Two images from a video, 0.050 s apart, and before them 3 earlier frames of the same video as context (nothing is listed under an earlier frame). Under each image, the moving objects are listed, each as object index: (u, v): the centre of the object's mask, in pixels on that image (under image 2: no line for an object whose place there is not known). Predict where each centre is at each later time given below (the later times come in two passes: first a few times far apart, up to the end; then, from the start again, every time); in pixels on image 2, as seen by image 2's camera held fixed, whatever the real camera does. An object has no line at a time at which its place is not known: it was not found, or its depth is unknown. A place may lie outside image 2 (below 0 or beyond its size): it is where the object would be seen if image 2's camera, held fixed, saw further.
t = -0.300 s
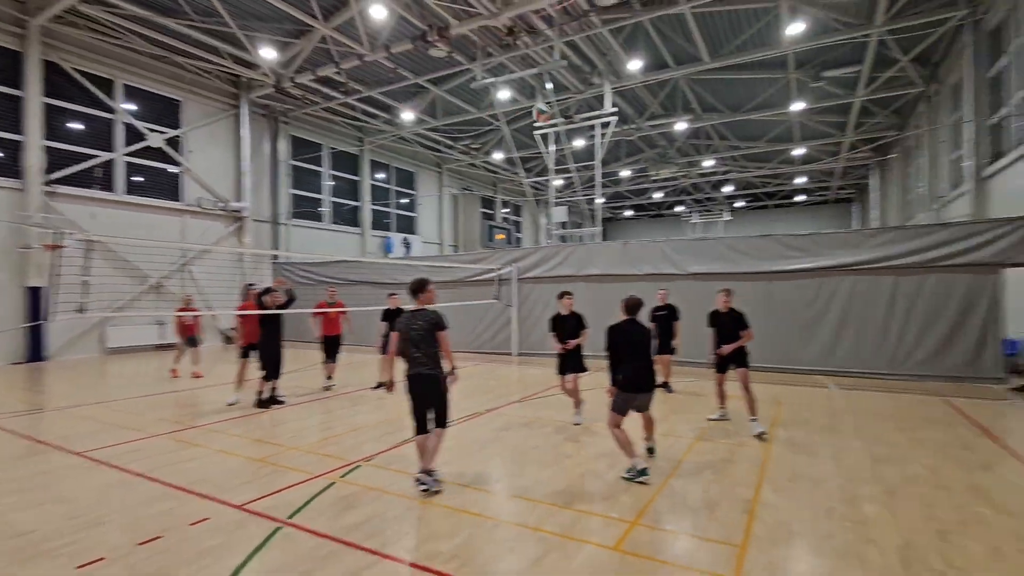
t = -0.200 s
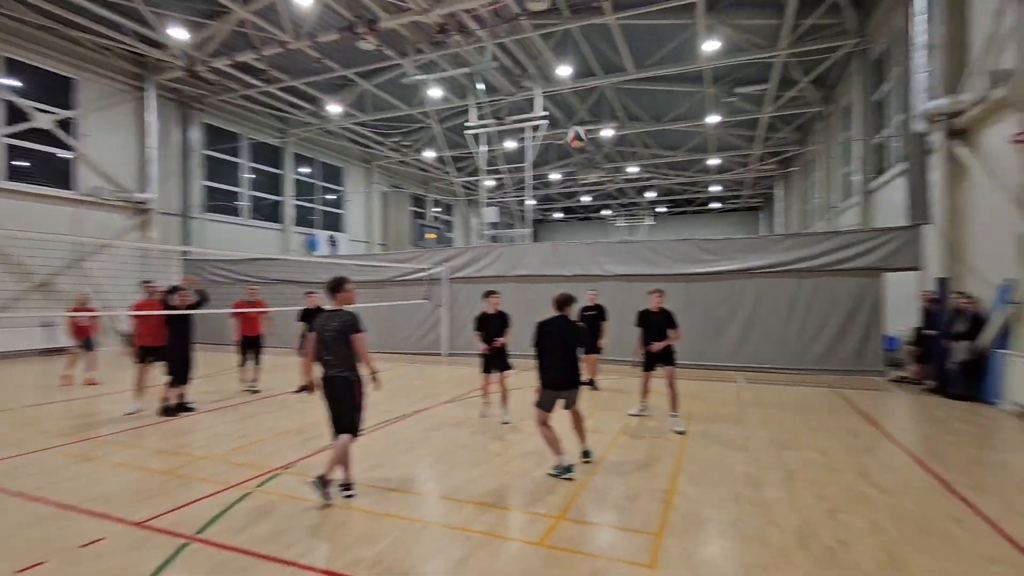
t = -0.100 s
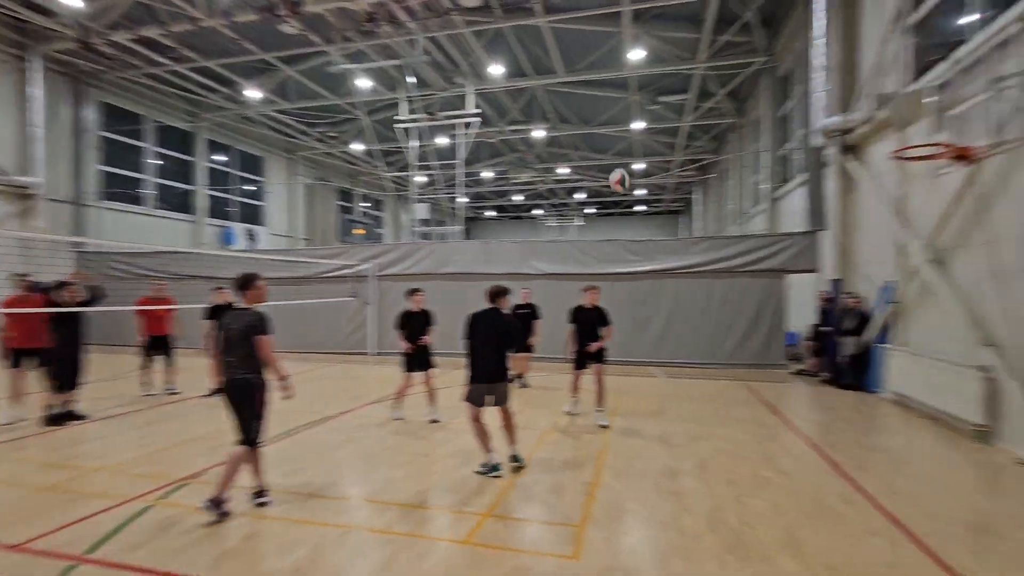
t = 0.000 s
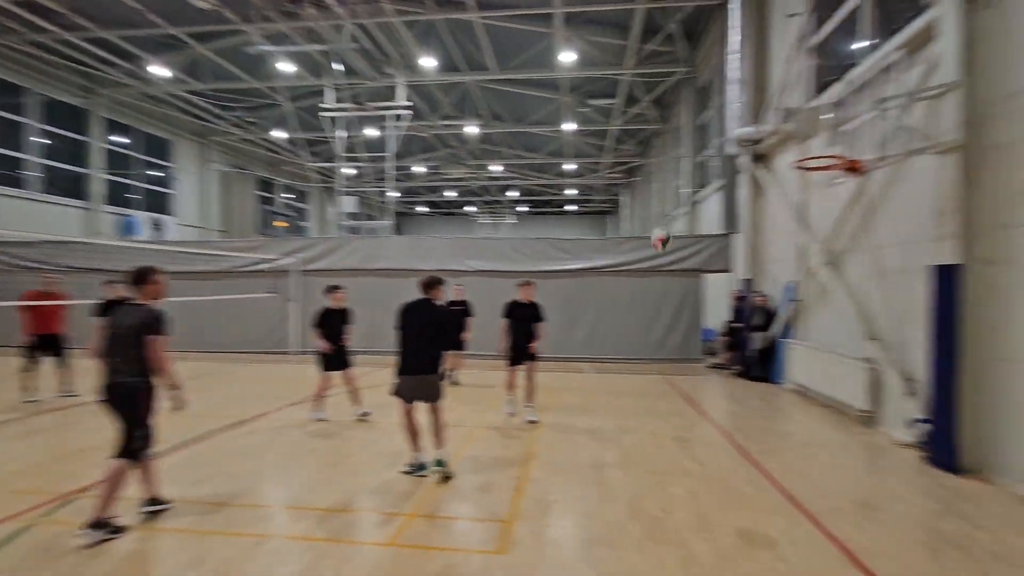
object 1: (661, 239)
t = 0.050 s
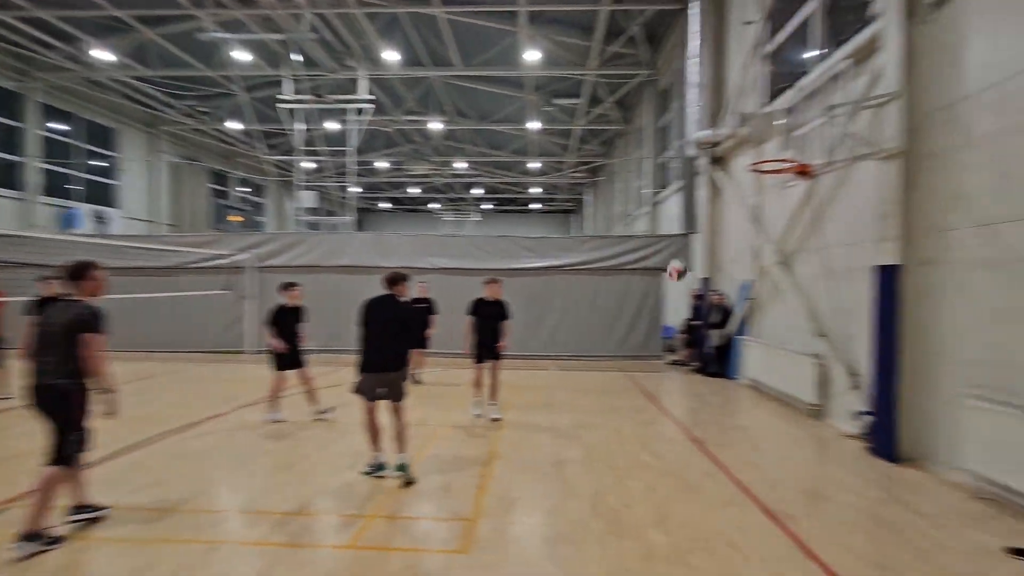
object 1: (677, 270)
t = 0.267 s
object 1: (880, 423)
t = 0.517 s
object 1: (778, 421)
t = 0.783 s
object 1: (624, 411)
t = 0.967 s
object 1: (470, 481)
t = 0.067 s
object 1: (695, 283)
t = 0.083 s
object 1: (711, 293)
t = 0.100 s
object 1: (729, 305)
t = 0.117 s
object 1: (748, 315)
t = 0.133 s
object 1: (766, 327)
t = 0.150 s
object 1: (785, 340)
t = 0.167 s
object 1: (803, 351)
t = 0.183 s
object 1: (820, 364)
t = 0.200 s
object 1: (836, 377)
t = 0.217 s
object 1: (854, 389)
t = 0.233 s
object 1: (872, 403)
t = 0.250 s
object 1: (886, 414)
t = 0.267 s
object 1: (880, 423)
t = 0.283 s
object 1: (876, 432)
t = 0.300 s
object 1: (869, 440)
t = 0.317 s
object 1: (864, 452)
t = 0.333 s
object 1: (855, 465)
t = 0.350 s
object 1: (848, 470)
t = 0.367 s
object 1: (841, 463)
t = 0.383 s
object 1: (835, 458)
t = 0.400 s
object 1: (828, 452)
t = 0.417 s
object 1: (822, 447)
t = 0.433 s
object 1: (814, 442)
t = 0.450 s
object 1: (807, 438)
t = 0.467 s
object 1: (801, 434)
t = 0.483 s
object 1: (793, 430)
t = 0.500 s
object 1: (785, 425)
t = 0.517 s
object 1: (778, 421)
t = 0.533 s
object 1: (770, 418)
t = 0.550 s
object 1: (761, 415)
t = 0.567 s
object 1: (753, 413)
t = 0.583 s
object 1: (745, 410)
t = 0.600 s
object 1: (736, 408)
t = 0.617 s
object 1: (728, 406)
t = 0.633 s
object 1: (718, 405)
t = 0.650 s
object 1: (710, 403)
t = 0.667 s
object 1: (699, 403)
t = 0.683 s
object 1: (689, 403)
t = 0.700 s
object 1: (678, 403)
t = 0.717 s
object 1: (669, 404)
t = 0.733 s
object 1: (657, 405)
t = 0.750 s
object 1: (646, 406)
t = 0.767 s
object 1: (635, 409)
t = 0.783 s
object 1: (624, 411)
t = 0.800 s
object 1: (612, 414)
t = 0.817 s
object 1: (599, 418)
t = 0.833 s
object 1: (587, 422)
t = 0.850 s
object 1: (573, 427)
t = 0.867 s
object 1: (561, 431)
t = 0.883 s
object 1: (547, 438)
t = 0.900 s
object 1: (532, 445)
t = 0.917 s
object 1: (517, 452)
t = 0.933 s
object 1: (502, 461)
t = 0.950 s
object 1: (486, 472)
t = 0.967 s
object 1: (470, 481)
